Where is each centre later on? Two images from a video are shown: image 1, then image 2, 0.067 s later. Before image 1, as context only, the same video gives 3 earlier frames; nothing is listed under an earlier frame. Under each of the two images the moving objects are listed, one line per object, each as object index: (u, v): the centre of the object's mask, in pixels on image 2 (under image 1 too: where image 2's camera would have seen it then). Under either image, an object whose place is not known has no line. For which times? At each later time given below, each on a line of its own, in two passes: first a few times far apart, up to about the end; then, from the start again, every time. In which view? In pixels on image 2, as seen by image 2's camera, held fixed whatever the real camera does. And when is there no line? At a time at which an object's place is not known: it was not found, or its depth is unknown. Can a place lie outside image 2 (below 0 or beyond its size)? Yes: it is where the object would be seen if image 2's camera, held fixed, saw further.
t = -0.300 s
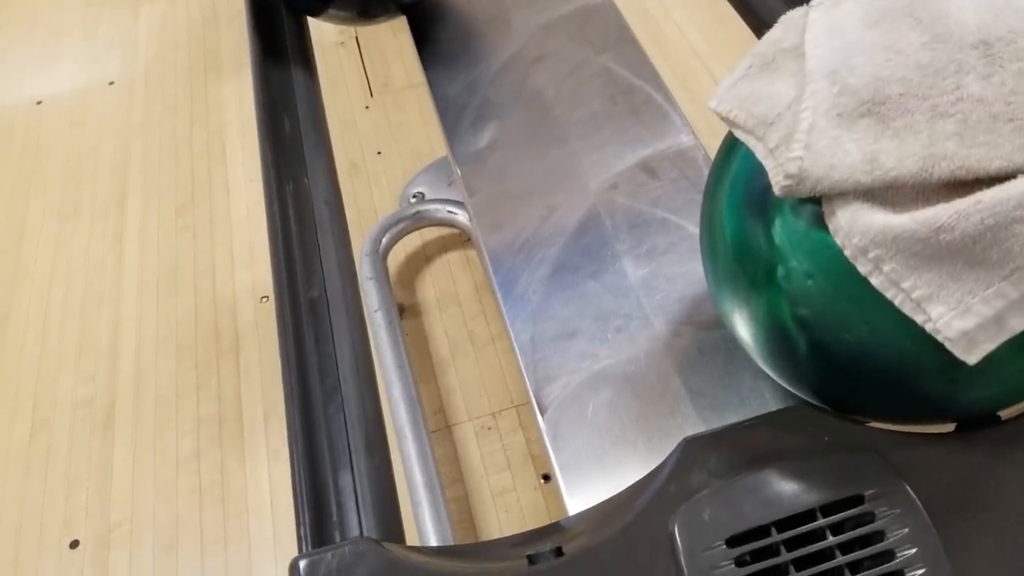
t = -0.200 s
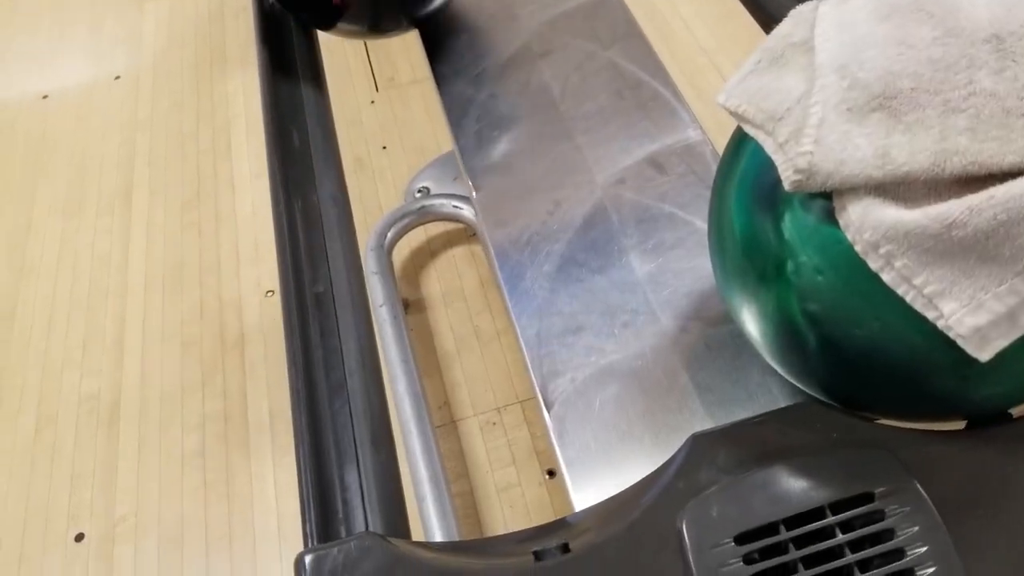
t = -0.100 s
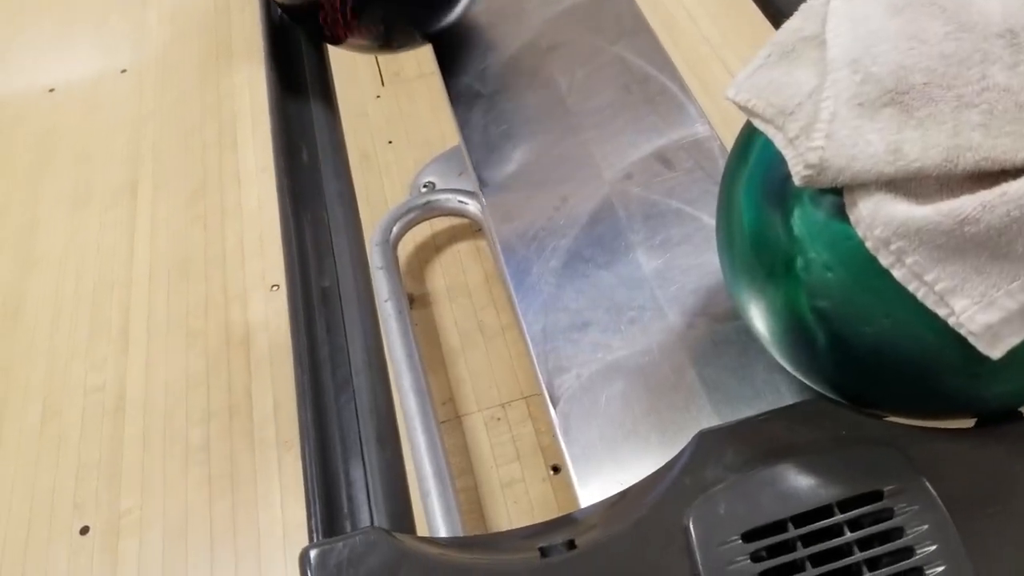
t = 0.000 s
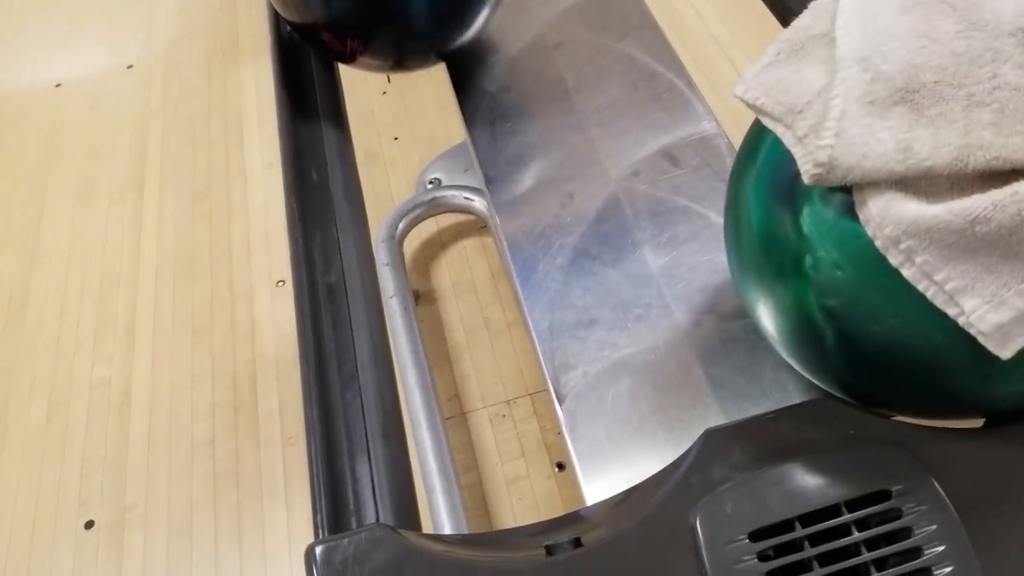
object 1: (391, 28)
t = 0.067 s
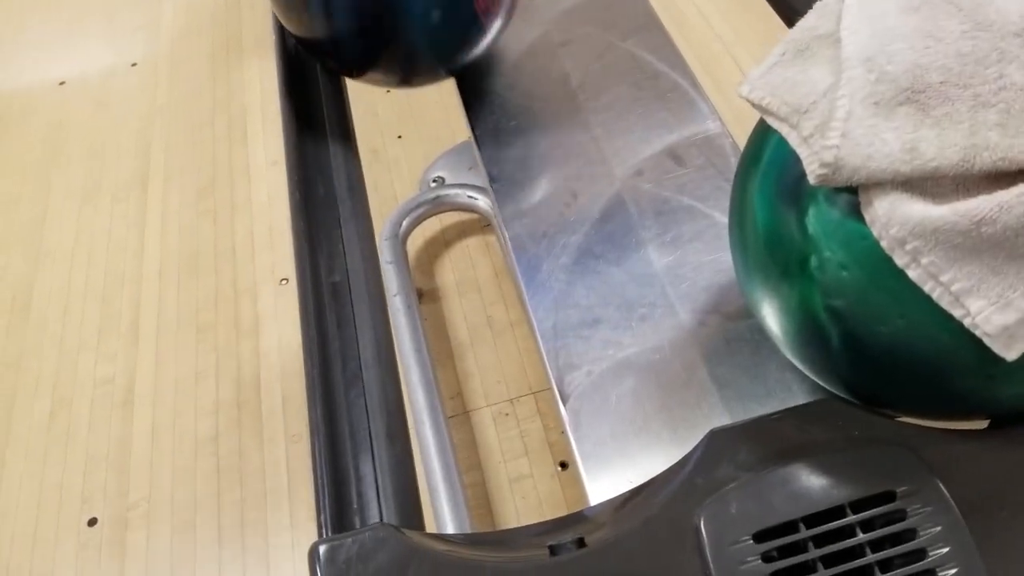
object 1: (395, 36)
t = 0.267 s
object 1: (408, 58)
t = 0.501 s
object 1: (425, 96)
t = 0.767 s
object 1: (458, 170)
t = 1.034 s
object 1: (506, 325)
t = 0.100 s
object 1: (398, 40)
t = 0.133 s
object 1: (400, 43)
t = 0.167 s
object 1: (402, 47)
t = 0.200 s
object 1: (403, 51)
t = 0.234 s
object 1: (405, 54)
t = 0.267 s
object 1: (408, 58)
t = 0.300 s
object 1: (410, 63)
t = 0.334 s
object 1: (413, 68)
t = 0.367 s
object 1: (415, 72)
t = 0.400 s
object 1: (417, 78)
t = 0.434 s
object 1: (420, 84)
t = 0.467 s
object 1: (423, 89)
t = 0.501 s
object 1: (425, 96)
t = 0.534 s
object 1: (429, 103)
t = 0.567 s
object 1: (434, 110)
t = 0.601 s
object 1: (437, 119)
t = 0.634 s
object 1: (441, 128)
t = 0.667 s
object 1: (445, 137)
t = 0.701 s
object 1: (449, 147)
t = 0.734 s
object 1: (454, 158)
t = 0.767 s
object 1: (458, 170)
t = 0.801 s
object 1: (464, 184)
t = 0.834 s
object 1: (468, 201)
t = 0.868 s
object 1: (474, 219)
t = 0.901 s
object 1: (480, 240)
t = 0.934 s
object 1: (487, 260)
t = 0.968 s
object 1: (493, 281)
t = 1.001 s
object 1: (500, 305)
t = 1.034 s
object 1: (506, 325)
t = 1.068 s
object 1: (510, 325)
